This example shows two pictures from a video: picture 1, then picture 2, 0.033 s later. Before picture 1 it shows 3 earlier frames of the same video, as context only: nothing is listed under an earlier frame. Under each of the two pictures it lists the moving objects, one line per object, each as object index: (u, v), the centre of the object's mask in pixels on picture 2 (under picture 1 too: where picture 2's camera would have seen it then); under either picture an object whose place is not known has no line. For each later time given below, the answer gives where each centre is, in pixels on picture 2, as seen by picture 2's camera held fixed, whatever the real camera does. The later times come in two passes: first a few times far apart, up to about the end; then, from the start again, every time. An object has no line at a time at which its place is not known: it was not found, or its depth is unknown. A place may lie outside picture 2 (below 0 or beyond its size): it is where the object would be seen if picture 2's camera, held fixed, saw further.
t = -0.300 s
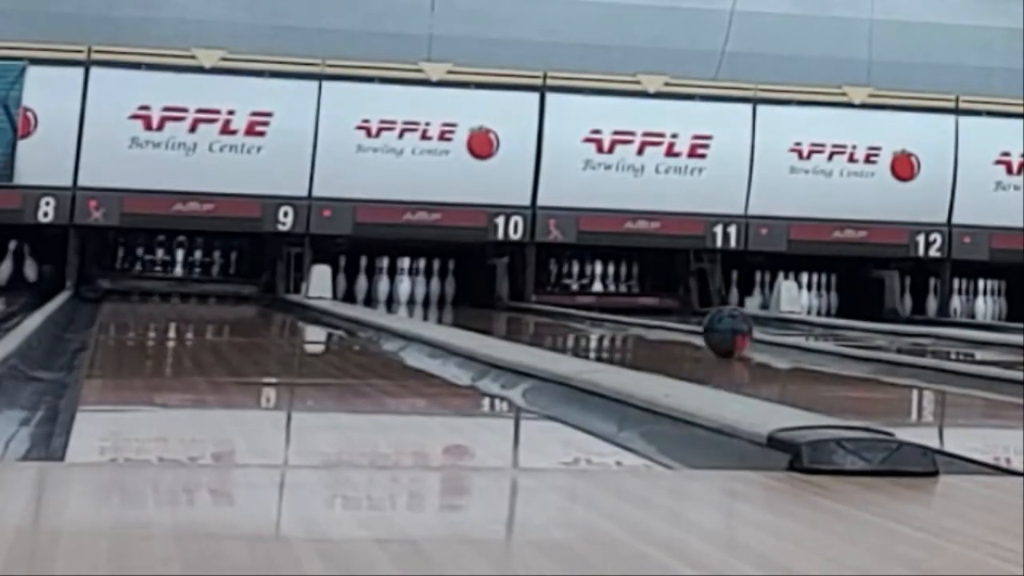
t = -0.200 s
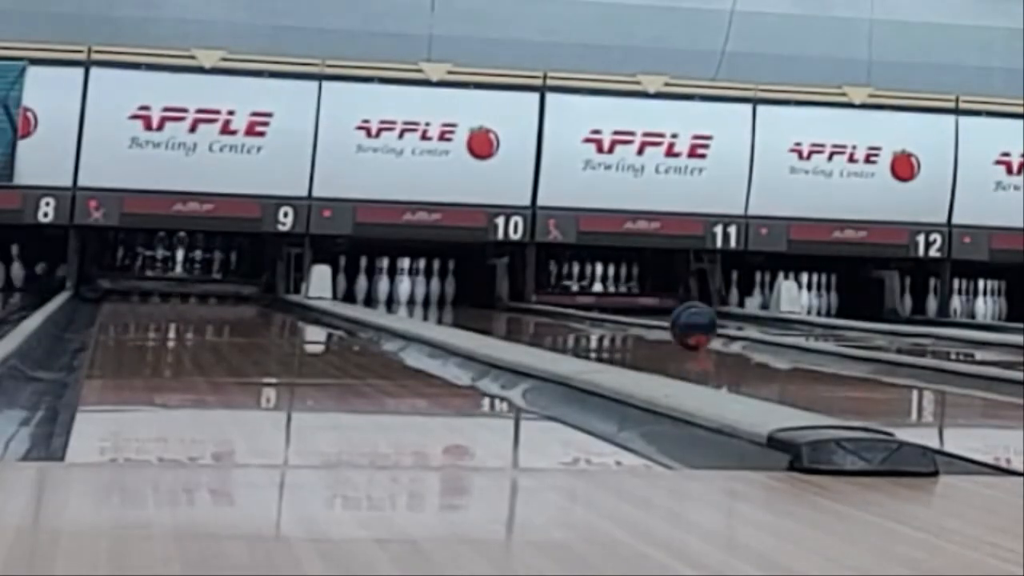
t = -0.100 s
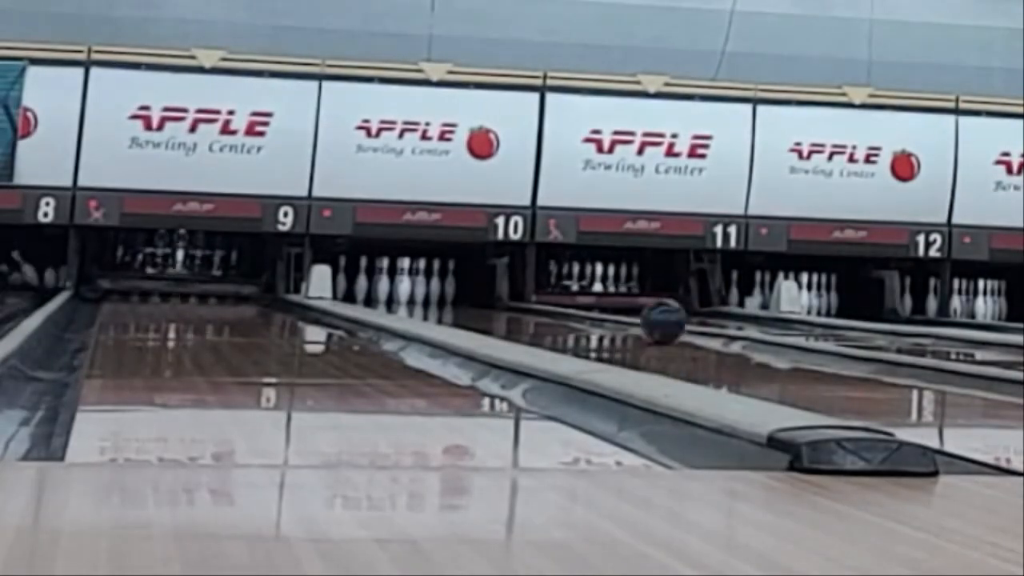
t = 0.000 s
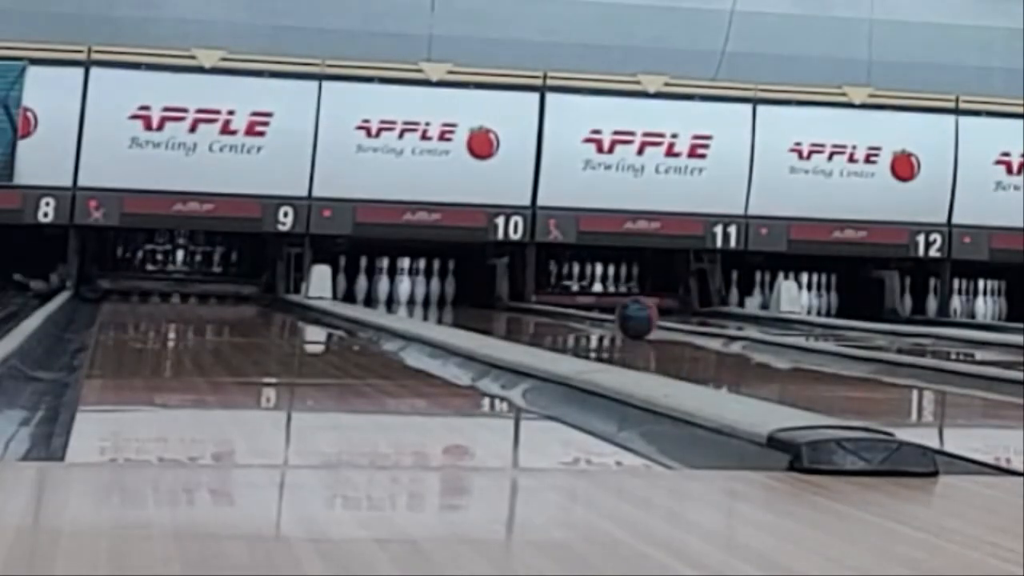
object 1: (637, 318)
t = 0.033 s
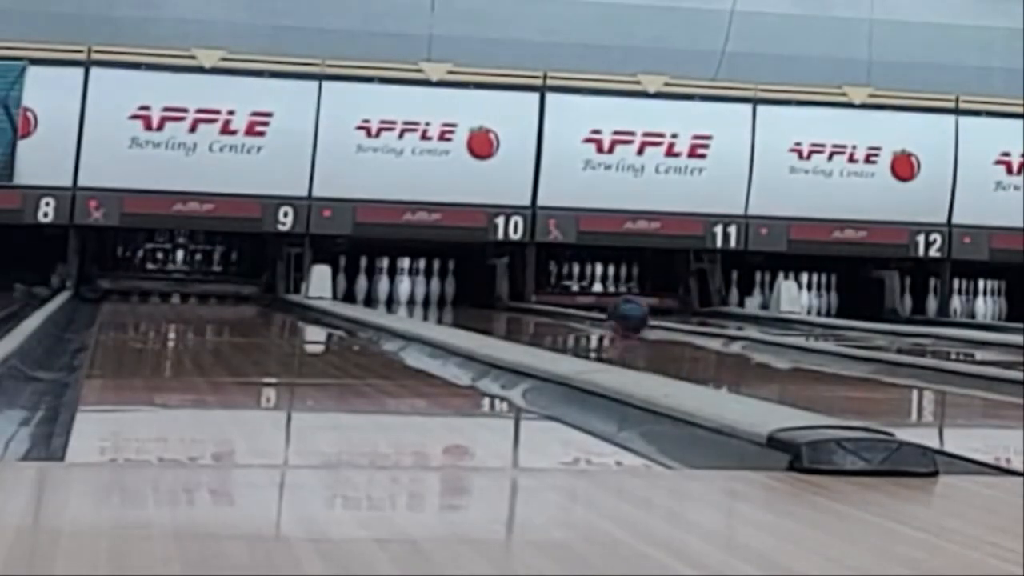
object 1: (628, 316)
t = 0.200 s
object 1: (589, 312)
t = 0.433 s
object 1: (543, 306)
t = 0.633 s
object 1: (511, 303)
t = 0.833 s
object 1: (481, 299)
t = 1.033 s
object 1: (454, 297)
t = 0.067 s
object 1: (620, 316)
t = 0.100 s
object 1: (611, 315)
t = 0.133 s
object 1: (604, 314)
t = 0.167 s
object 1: (596, 312)
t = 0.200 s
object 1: (589, 312)
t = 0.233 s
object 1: (582, 311)
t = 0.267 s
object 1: (575, 310)
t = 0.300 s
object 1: (568, 309)
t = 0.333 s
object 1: (562, 308)
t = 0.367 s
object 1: (555, 308)
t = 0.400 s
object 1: (549, 307)
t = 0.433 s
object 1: (543, 306)
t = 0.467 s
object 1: (537, 305)
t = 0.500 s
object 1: (531, 305)
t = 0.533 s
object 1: (526, 304)
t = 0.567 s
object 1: (520, 303)
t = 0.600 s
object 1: (517, 303)
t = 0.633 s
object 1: (511, 303)
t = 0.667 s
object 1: (505, 301)
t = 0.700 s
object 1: (500, 300)
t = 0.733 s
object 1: (494, 300)
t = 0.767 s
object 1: (490, 298)
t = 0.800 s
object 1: (487, 299)
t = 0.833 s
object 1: (481, 299)
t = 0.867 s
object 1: (476, 298)
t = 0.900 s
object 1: (471, 298)
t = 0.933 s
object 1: (467, 297)
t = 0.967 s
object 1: (463, 297)
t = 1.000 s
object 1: (459, 296)
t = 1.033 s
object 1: (454, 297)
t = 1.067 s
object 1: (449, 296)
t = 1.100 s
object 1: (443, 294)
